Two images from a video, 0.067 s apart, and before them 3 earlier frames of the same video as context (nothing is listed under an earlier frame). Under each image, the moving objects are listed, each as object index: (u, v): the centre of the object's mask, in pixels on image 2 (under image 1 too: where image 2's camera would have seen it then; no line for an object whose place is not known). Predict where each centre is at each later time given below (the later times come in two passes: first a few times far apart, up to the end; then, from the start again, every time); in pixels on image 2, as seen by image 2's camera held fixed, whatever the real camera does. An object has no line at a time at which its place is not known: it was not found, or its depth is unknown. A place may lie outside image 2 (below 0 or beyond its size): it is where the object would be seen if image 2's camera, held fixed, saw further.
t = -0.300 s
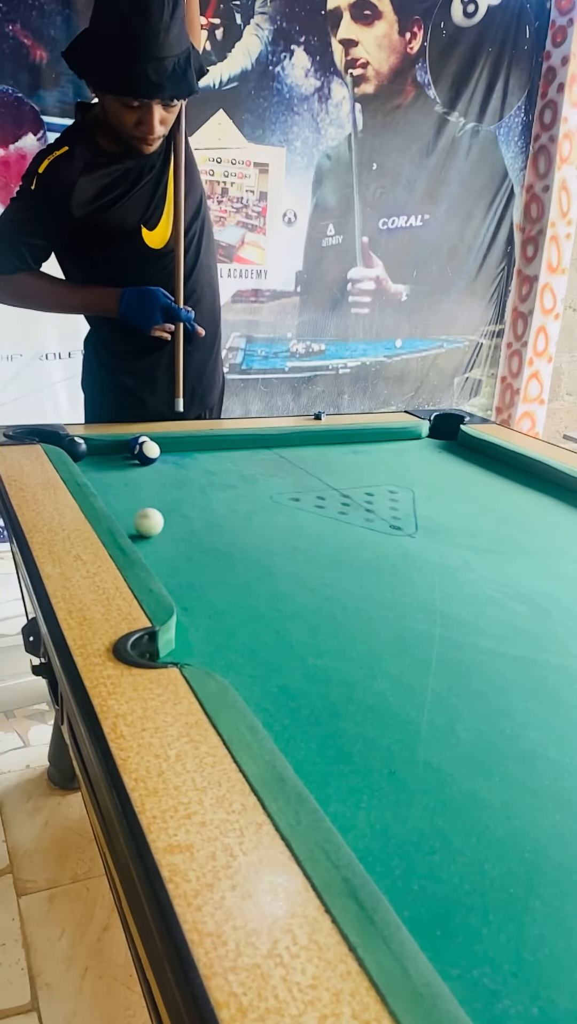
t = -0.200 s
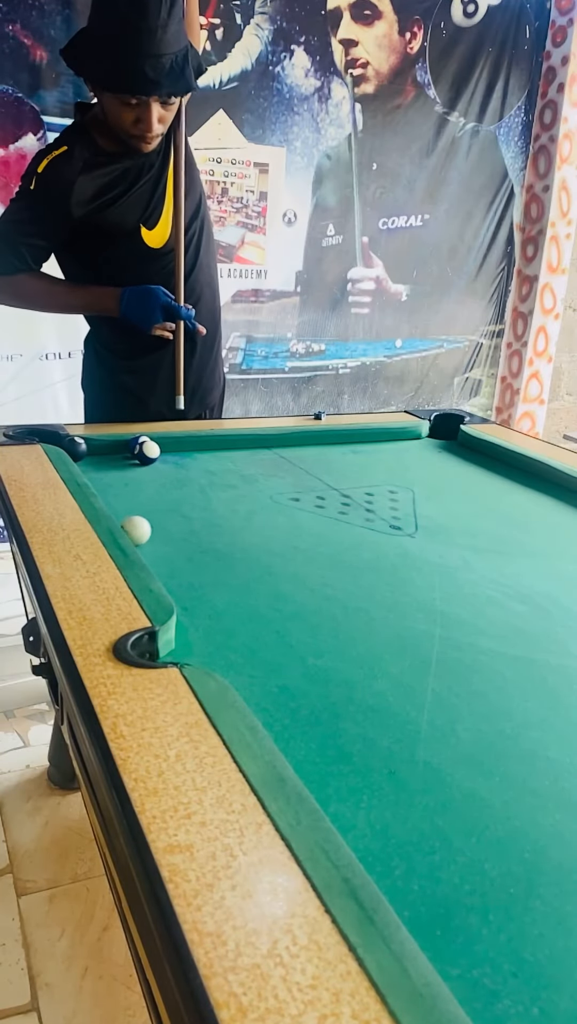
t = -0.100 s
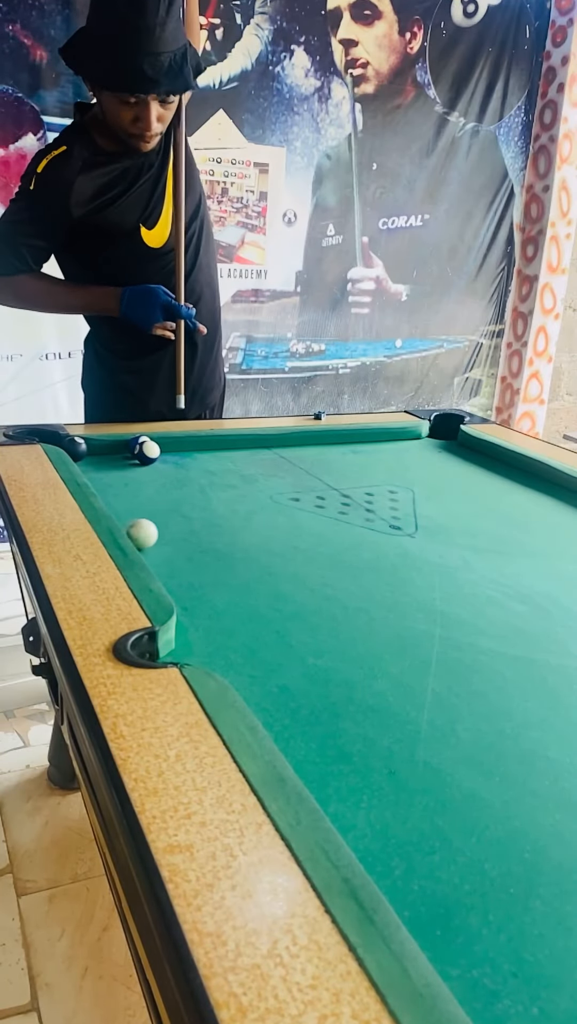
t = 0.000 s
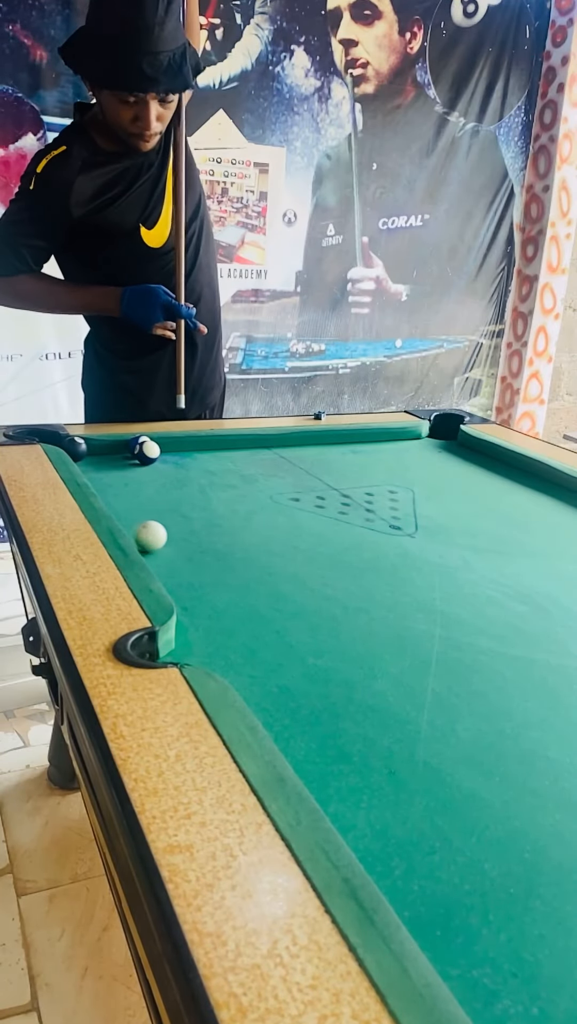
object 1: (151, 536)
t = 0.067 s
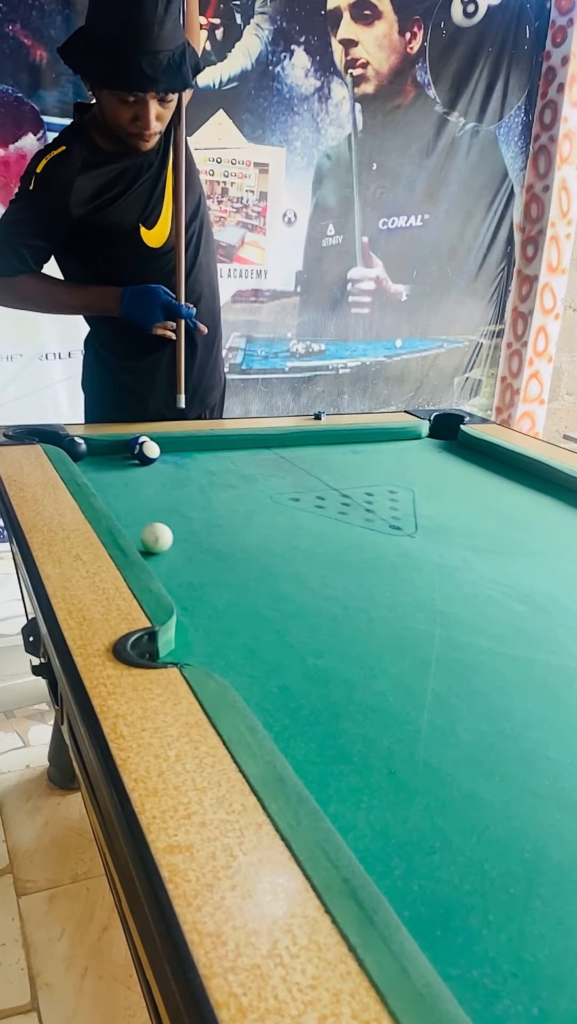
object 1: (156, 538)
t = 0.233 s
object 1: (171, 540)
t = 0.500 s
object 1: (192, 544)
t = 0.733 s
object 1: (208, 547)
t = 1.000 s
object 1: (224, 550)
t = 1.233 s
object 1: (237, 552)
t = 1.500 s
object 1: (249, 554)
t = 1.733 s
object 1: (257, 554)
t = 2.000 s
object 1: (264, 555)
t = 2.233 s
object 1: (269, 554)
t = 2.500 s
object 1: (271, 553)
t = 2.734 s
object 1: (272, 552)
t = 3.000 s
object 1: (255, 542)
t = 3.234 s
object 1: (200, 517)
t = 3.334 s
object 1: (180, 507)
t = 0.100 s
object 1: (160, 538)
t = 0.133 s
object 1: (163, 539)
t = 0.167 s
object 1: (165, 539)
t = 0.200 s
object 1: (168, 539)
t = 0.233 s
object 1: (171, 540)
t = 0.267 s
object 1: (174, 541)
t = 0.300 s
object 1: (176, 541)
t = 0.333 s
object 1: (179, 541)
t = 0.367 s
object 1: (182, 542)
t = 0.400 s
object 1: (184, 543)
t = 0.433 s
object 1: (187, 543)
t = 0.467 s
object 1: (189, 544)
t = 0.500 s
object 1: (192, 544)
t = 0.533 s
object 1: (194, 545)
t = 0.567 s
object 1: (196, 545)
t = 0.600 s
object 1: (199, 546)
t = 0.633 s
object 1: (201, 546)
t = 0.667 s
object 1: (204, 547)
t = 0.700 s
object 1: (206, 547)
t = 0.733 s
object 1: (208, 547)
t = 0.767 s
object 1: (210, 548)
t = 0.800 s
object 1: (213, 548)
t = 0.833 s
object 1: (214, 548)
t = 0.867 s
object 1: (217, 549)
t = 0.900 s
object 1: (219, 549)
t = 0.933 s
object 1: (221, 549)
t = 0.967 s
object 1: (222, 550)
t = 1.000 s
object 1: (224, 550)
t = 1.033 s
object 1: (227, 551)
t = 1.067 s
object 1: (228, 551)
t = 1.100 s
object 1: (230, 551)
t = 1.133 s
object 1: (231, 551)
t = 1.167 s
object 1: (234, 551)
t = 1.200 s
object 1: (235, 552)
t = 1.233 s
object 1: (237, 552)
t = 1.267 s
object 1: (239, 552)
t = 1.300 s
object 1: (240, 552)
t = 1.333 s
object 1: (242, 553)
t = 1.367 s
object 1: (243, 553)
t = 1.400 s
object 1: (245, 553)
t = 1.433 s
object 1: (246, 553)
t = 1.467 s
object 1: (247, 553)
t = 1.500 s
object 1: (249, 554)
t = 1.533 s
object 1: (250, 554)
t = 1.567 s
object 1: (251, 554)
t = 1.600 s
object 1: (253, 554)
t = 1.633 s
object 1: (254, 554)
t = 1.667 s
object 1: (255, 554)
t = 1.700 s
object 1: (256, 554)
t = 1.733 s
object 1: (257, 554)
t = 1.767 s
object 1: (258, 555)
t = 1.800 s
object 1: (259, 554)
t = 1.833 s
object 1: (260, 554)
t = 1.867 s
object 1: (261, 554)
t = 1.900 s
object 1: (262, 555)
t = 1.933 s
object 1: (263, 554)
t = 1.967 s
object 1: (264, 555)
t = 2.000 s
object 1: (264, 555)
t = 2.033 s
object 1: (265, 555)
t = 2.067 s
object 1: (266, 555)
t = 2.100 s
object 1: (267, 555)
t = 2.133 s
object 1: (267, 554)
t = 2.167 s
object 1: (268, 554)
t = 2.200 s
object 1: (268, 554)
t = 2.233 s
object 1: (269, 554)
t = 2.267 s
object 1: (269, 554)
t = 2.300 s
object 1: (269, 554)
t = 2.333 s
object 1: (270, 554)
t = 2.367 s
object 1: (270, 554)
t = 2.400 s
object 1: (270, 554)
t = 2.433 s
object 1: (271, 553)
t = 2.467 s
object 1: (271, 553)
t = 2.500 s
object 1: (271, 553)
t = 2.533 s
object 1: (271, 553)
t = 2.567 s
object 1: (271, 553)
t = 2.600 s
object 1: (271, 553)
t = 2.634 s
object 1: (271, 553)
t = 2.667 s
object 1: (271, 552)
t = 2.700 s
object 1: (271, 552)
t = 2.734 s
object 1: (272, 552)
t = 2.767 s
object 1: (271, 551)
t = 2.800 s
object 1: (271, 551)
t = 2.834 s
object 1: (270, 550)
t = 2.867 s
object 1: (269, 550)
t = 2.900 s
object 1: (267, 548)
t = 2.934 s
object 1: (265, 547)
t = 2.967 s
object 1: (261, 545)
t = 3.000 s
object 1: (255, 542)
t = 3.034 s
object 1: (247, 538)
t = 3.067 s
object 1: (239, 535)
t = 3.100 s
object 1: (230, 531)
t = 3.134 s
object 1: (222, 527)
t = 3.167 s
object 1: (215, 524)
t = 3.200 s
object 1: (207, 520)
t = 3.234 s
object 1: (200, 517)
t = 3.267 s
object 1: (193, 514)
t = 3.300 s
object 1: (186, 511)
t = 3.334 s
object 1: (180, 507)
